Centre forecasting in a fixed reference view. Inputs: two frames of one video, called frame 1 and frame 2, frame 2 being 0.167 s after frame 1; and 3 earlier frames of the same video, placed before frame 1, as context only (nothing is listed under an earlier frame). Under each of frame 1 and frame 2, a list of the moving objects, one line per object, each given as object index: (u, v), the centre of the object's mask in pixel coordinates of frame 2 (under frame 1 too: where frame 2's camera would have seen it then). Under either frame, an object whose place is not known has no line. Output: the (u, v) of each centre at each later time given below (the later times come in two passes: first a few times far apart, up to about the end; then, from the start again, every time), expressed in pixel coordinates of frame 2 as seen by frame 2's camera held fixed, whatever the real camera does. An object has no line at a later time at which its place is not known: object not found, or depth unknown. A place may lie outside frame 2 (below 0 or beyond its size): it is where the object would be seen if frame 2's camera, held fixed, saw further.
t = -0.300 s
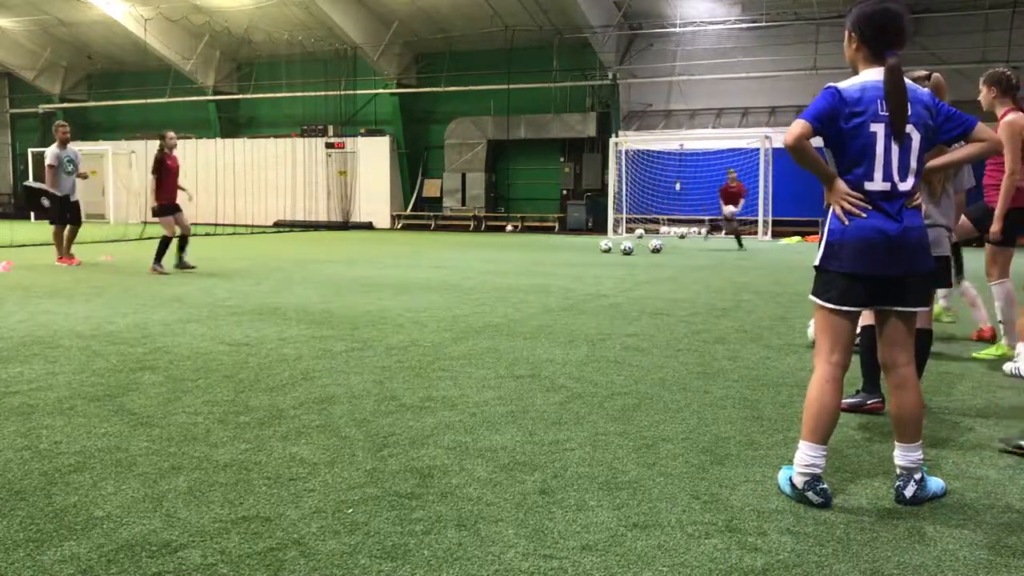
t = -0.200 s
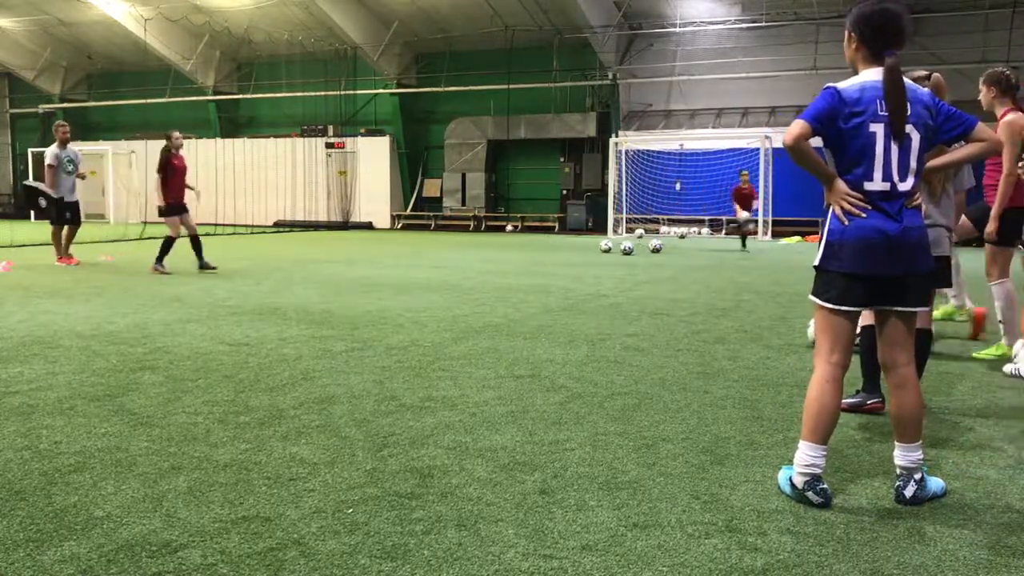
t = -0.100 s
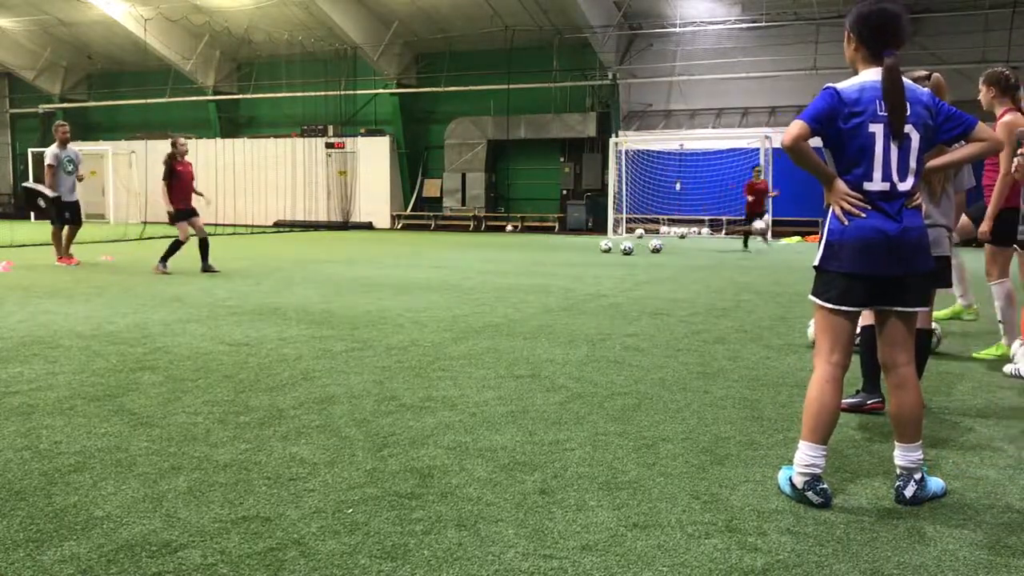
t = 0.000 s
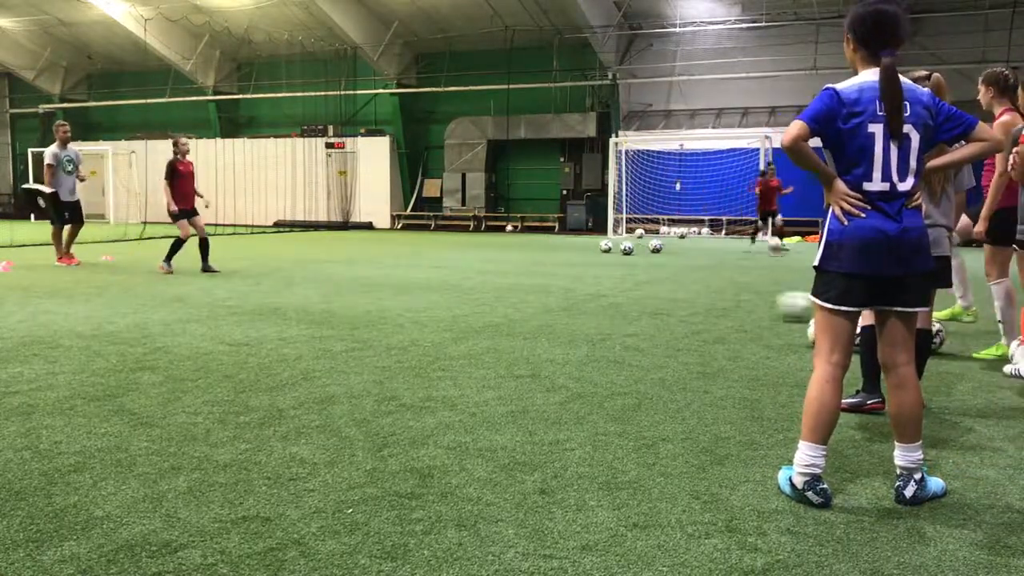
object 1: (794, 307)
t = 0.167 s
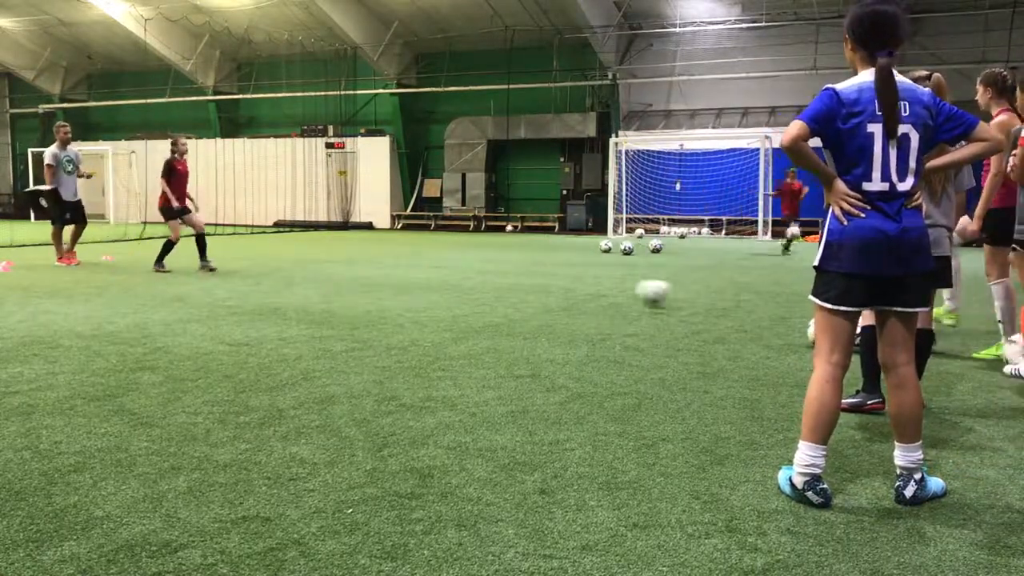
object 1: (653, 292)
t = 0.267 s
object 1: (589, 289)
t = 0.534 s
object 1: (469, 277)
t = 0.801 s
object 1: (388, 269)
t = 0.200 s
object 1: (631, 292)
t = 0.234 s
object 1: (609, 291)
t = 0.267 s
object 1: (589, 289)
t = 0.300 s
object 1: (570, 286)
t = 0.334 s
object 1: (554, 285)
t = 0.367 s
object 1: (537, 284)
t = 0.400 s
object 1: (522, 282)
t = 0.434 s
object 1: (507, 279)
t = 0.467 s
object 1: (494, 279)
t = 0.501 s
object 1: (481, 279)
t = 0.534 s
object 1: (469, 277)
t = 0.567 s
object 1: (460, 276)
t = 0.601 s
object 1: (448, 274)
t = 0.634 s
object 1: (437, 275)
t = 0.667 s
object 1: (427, 273)
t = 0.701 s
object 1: (417, 271)
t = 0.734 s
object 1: (408, 270)
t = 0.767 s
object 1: (399, 270)
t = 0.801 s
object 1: (388, 269)
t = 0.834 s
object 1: (381, 268)
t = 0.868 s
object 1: (372, 267)
